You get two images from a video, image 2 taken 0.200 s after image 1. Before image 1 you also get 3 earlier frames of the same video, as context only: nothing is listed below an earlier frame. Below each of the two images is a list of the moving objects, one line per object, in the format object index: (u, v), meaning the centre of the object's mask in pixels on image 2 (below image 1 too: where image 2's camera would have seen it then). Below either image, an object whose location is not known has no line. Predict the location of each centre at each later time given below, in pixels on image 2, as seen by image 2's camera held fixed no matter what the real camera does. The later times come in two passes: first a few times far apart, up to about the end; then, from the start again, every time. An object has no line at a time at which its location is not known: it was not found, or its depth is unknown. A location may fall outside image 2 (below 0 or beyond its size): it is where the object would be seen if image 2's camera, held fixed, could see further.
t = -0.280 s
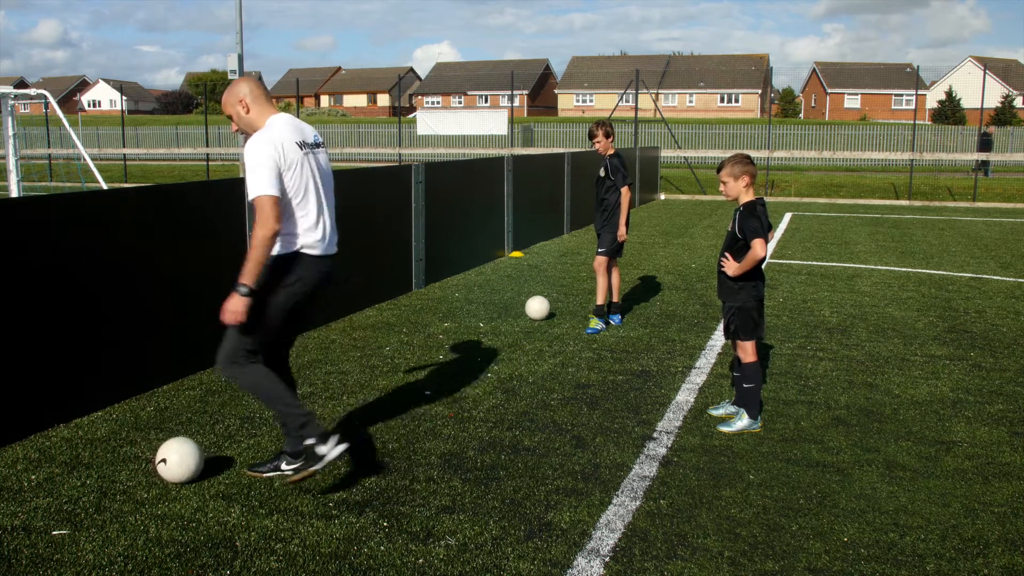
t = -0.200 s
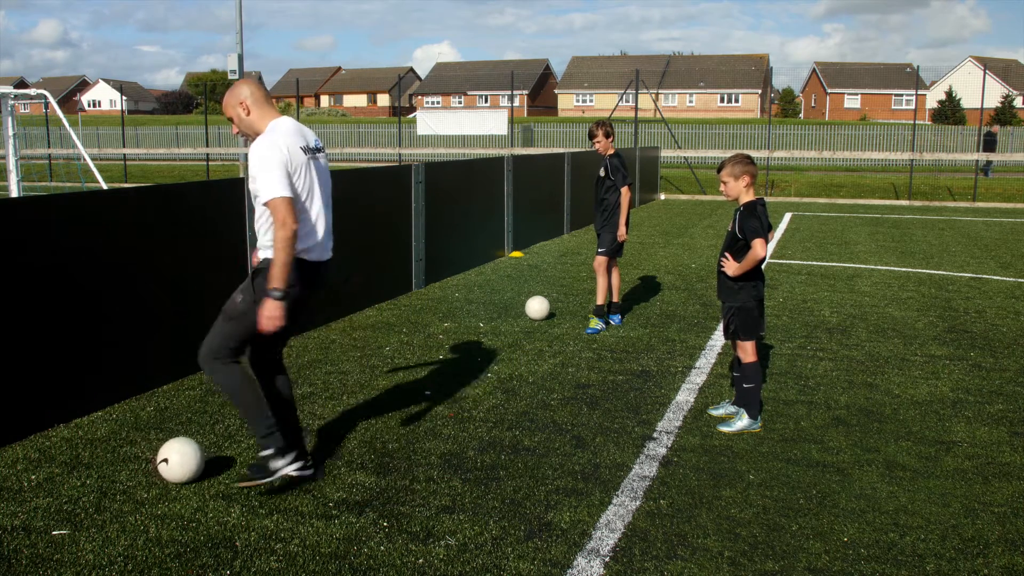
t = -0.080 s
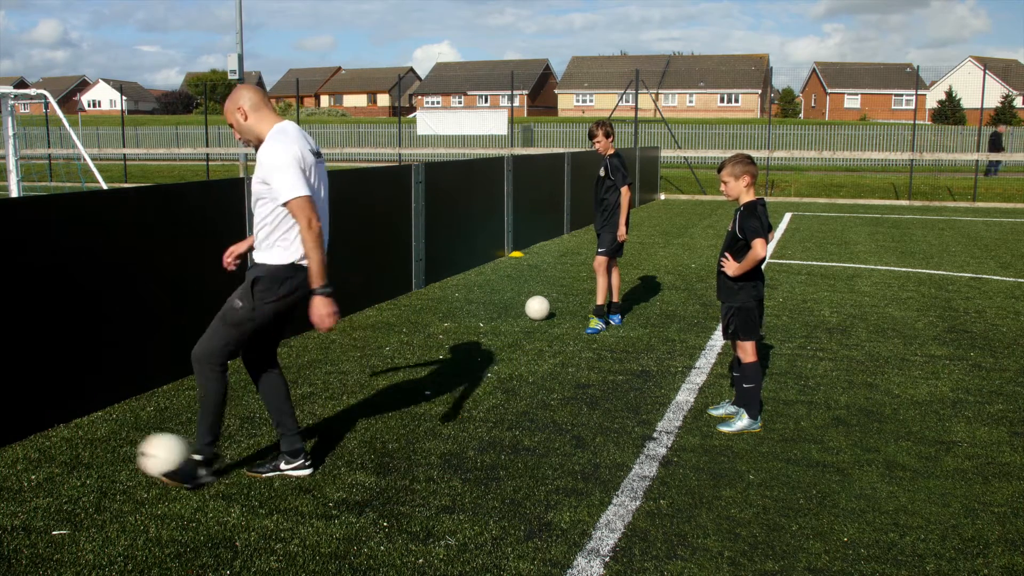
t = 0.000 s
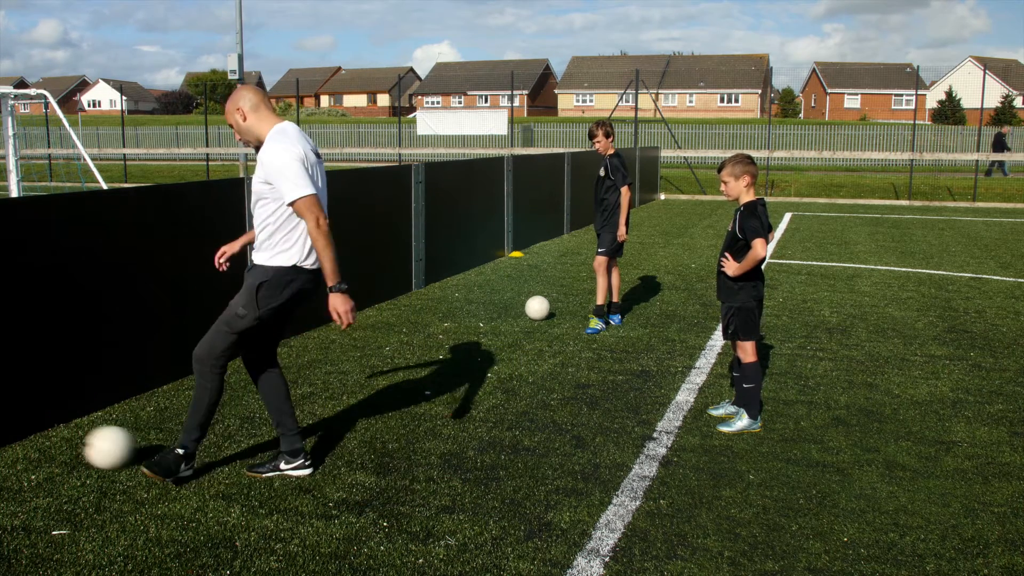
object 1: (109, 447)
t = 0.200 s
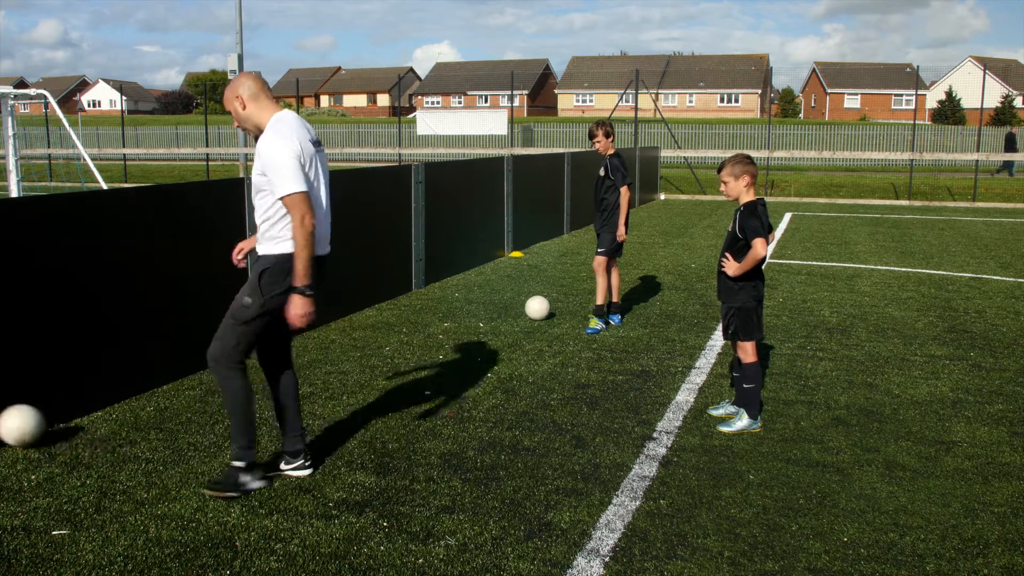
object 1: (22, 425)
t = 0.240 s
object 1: (22, 421)
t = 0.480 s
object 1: (84, 438)
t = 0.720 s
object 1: (109, 445)
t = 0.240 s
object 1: (22, 421)
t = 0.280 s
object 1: (32, 420)
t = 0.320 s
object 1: (45, 422)
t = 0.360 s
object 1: (56, 425)
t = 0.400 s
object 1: (69, 433)
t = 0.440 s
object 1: (80, 441)
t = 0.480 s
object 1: (84, 438)
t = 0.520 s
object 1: (87, 437)
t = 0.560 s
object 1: (91, 438)
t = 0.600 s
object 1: (95, 443)
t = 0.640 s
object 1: (99, 443)
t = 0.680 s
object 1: (104, 443)
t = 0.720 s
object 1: (109, 445)
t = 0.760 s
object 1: (114, 445)
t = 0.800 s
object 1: (118, 446)
